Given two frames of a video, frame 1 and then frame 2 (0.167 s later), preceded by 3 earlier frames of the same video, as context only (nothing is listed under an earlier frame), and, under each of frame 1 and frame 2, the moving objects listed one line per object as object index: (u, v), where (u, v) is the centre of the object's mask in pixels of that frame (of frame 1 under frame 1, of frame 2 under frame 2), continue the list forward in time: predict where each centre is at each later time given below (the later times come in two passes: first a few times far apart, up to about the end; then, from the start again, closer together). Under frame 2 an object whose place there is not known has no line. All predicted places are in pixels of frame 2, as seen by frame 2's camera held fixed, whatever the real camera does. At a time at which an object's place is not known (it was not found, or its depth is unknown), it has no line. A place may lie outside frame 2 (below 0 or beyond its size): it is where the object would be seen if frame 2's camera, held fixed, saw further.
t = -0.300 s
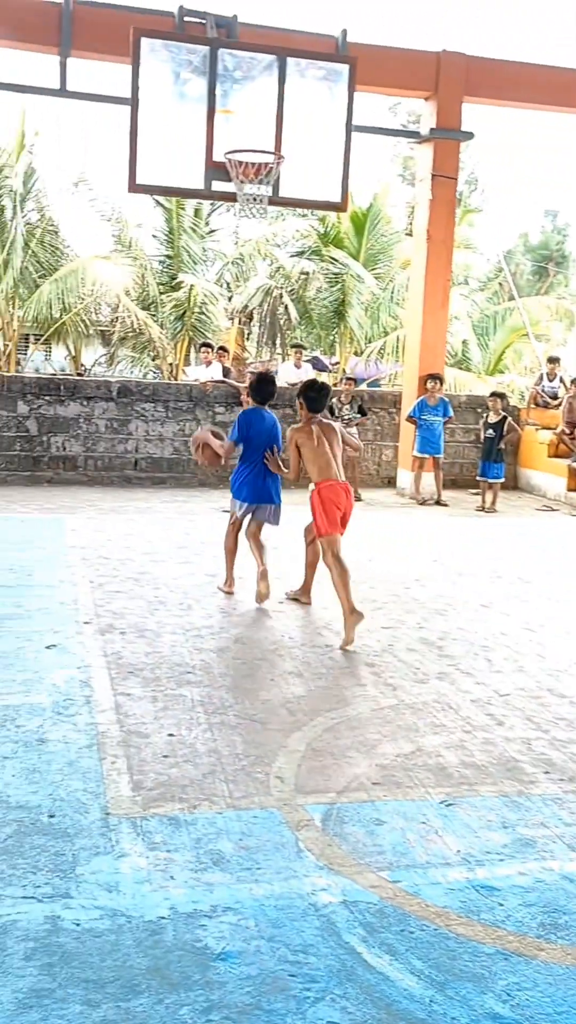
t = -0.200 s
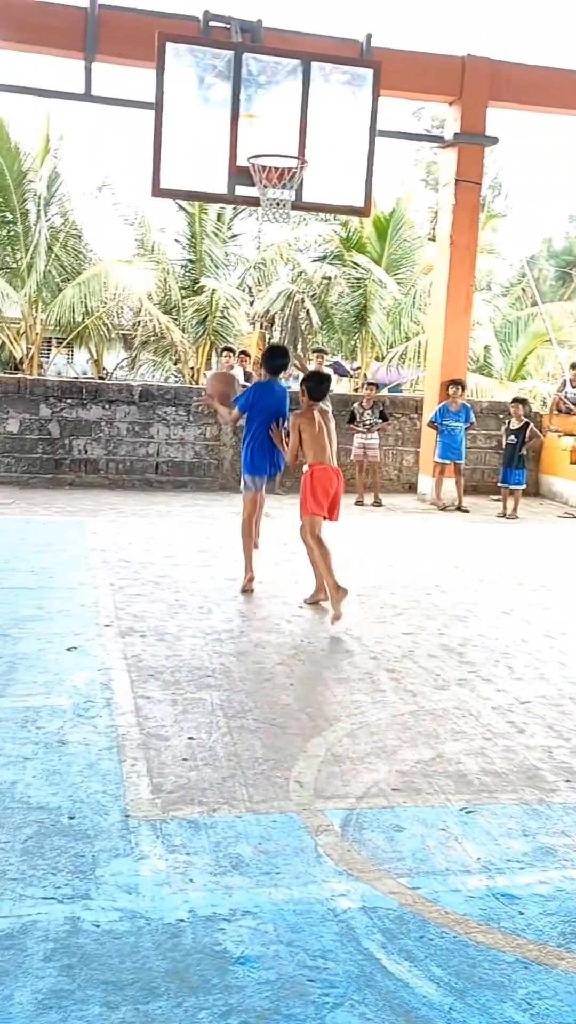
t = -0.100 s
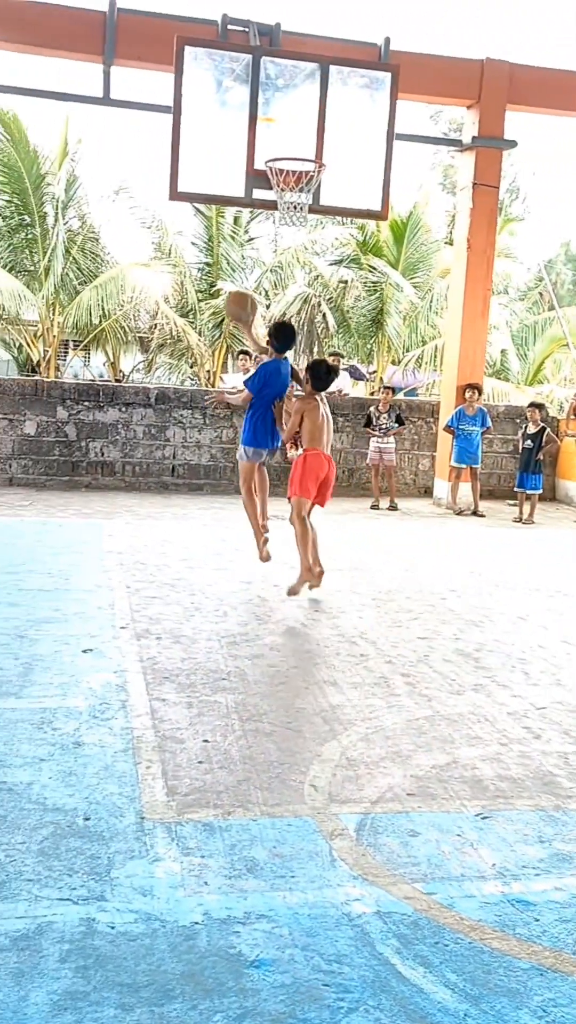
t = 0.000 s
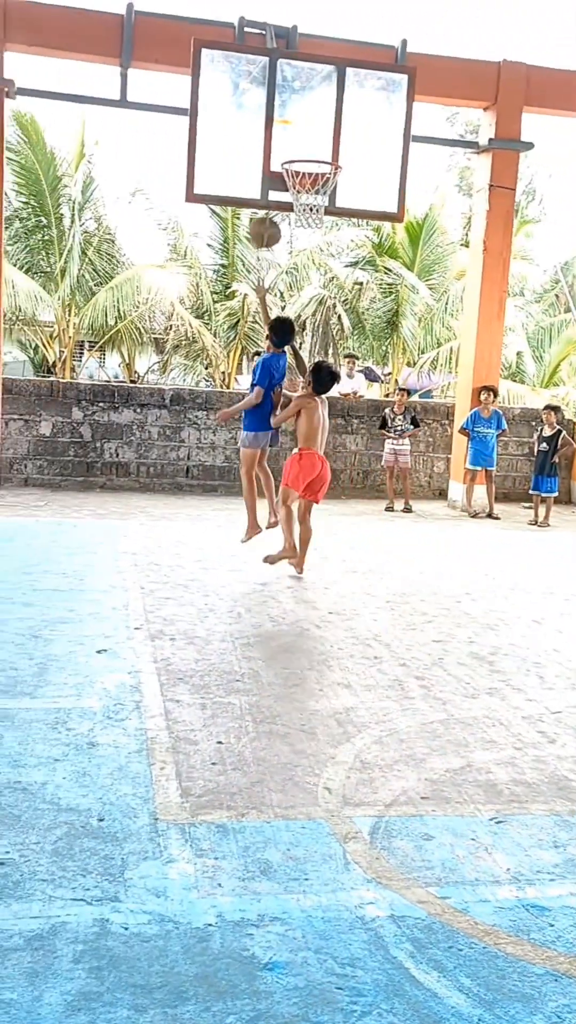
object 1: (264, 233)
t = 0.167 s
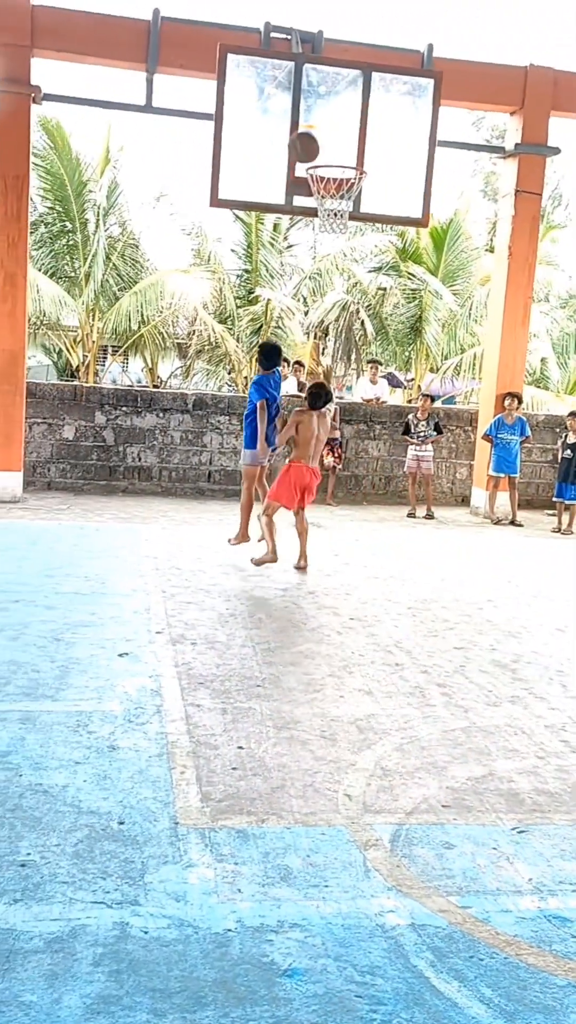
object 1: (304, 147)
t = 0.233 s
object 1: (308, 122)
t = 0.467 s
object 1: (319, 93)
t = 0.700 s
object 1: (326, 128)
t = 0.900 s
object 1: (337, 161)
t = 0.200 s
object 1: (306, 134)
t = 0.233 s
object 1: (308, 122)
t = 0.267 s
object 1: (310, 113)
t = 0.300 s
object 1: (312, 106)
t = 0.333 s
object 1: (314, 100)
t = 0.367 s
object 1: (316, 96)
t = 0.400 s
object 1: (317, 94)
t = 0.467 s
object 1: (319, 93)
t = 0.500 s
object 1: (320, 93)
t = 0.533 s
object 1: (322, 95)
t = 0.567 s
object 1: (323, 98)
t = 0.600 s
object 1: (324, 103)
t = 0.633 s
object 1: (324, 110)
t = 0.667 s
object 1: (325, 118)
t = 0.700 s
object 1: (326, 128)
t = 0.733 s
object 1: (328, 132)
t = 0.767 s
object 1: (330, 137)
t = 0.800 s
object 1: (331, 143)
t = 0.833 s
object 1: (332, 150)
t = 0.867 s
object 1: (334, 159)
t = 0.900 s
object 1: (337, 161)
